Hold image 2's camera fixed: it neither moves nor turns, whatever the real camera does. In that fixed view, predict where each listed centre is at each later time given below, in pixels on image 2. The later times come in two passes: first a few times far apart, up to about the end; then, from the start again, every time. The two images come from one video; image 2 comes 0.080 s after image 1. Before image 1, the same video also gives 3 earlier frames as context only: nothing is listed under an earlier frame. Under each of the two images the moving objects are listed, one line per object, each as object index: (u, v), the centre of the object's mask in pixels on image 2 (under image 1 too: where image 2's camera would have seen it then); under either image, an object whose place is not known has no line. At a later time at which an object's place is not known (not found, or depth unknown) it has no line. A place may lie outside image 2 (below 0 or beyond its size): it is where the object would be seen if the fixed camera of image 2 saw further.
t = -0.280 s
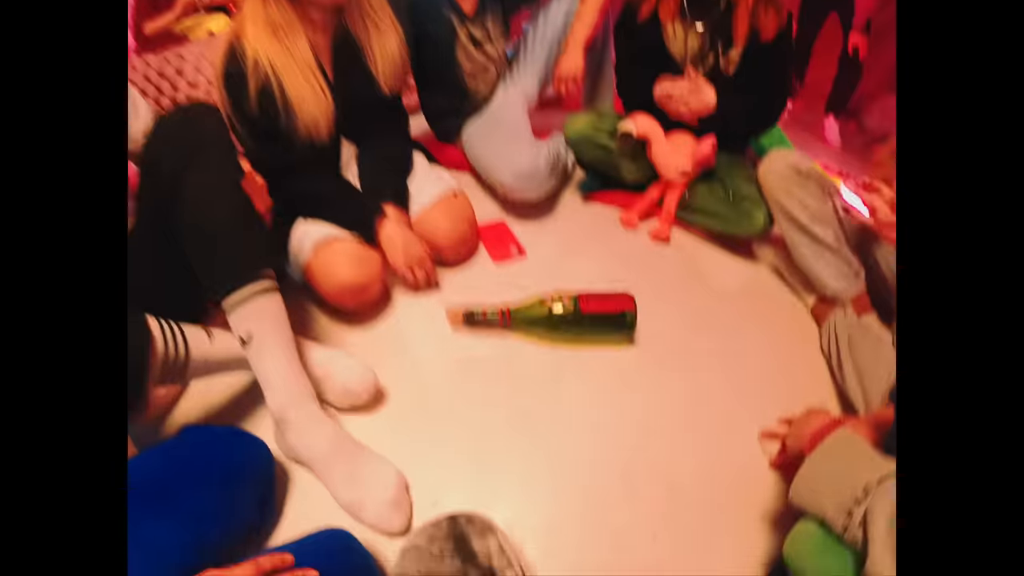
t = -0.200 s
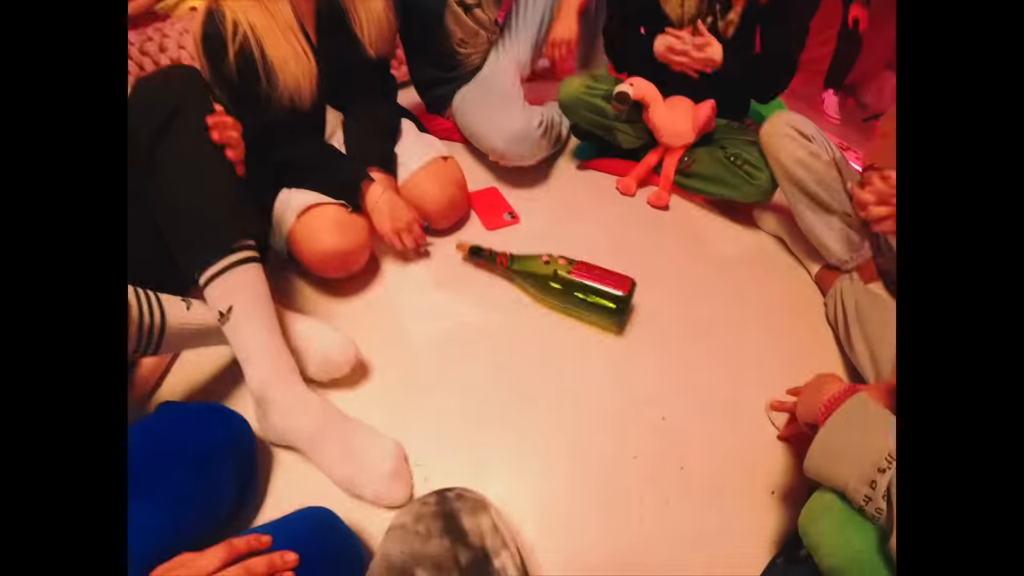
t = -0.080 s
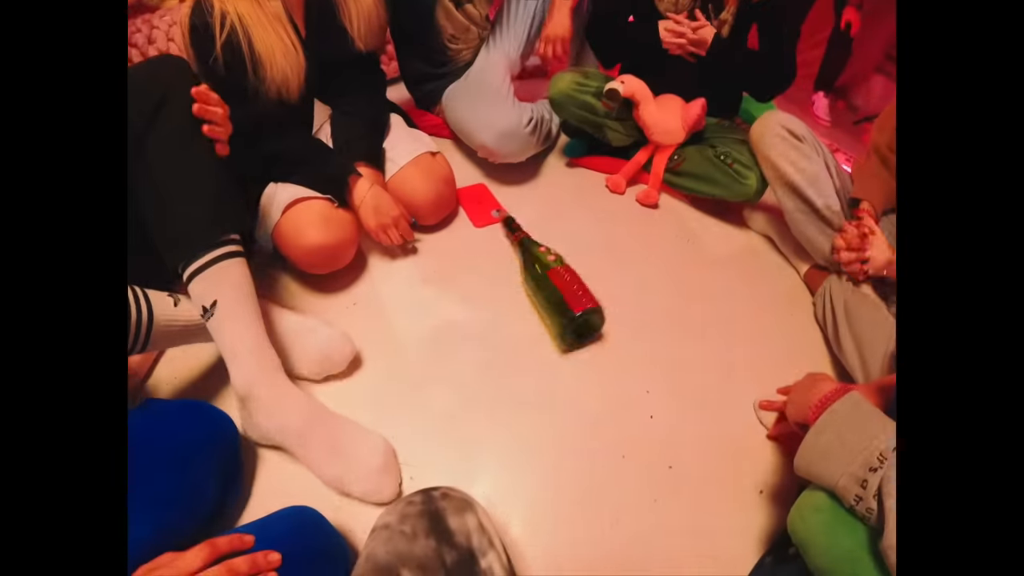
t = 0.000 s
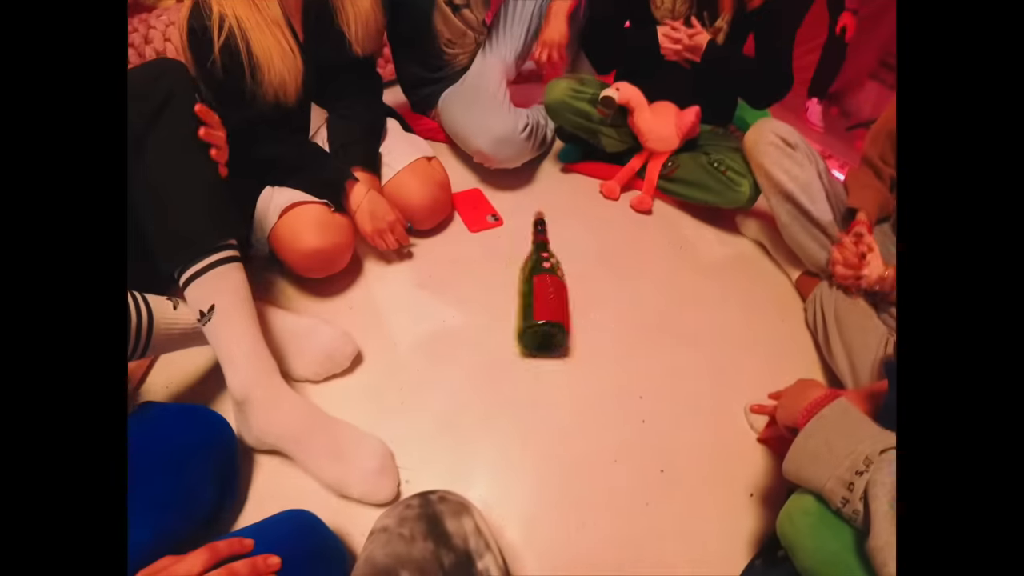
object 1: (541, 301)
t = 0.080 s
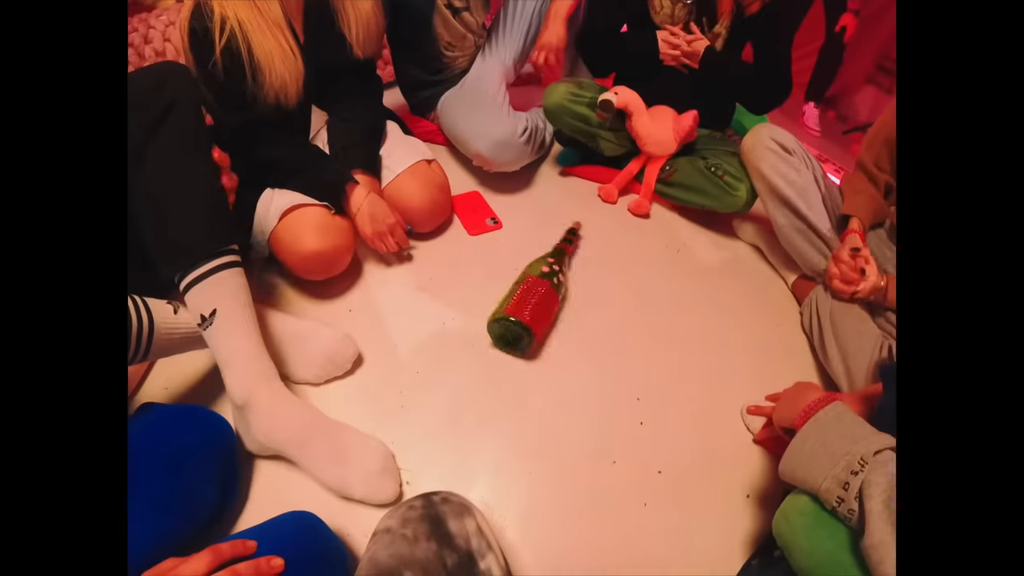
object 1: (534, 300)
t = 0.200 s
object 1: (535, 291)
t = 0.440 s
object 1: (547, 290)
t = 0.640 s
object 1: (539, 298)
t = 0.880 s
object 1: (523, 299)
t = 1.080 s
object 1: (520, 290)
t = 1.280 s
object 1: (520, 279)
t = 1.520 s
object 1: (530, 272)
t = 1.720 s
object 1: (540, 269)
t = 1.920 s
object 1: (545, 270)
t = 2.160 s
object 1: (539, 274)
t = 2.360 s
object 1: (528, 276)
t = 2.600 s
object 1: (518, 276)
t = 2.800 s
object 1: (517, 275)
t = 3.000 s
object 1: (518, 275)
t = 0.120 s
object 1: (533, 297)
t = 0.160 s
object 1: (533, 294)
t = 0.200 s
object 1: (535, 291)
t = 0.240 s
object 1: (537, 289)
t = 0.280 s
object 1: (540, 288)
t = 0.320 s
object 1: (542, 288)
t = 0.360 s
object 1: (544, 288)
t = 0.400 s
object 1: (546, 289)
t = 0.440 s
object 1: (547, 290)
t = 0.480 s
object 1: (547, 292)
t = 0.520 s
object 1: (546, 294)
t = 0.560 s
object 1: (545, 296)
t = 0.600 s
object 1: (542, 297)
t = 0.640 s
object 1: (539, 298)
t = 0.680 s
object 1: (536, 297)
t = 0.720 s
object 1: (533, 298)
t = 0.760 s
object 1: (531, 299)
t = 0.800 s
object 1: (528, 300)
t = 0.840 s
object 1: (525, 299)
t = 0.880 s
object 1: (523, 299)
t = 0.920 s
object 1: (522, 297)
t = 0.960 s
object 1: (521, 295)
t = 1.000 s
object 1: (520, 293)
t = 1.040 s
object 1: (520, 291)
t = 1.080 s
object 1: (520, 290)
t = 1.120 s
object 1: (520, 288)
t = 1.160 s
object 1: (520, 286)
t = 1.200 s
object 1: (521, 284)
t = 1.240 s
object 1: (521, 280)
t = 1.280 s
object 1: (520, 279)
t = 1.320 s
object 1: (521, 279)
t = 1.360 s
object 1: (522, 278)
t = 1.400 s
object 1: (523, 276)
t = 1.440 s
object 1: (525, 275)
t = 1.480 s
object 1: (527, 273)
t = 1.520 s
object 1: (530, 272)
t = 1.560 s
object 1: (531, 271)
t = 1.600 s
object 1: (533, 270)
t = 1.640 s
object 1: (536, 270)
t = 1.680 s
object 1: (538, 269)
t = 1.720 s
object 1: (540, 269)
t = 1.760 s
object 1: (542, 269)
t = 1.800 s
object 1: (543, 269)
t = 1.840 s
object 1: (544, 269)
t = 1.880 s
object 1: (545, 269)
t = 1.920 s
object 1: (545, 270)
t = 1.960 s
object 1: (545, 271)
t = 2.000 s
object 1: (544, 271)
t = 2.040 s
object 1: (543, 272)
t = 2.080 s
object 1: (542, 273)
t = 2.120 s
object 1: (541, 273)
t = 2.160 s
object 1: (539, 274)
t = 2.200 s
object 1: (537, 275)
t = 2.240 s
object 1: (534, 275)
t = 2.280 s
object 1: (532, 275)
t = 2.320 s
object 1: (530, 276)
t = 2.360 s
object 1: (528, 276)
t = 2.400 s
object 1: (526, 277)
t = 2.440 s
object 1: (525, 277)
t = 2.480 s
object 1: (523, 277)
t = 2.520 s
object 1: (521, 277)
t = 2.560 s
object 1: (520, 276)
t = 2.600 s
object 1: (518, 276)
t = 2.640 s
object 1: (517, 276)
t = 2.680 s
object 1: (517, 276)
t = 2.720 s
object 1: (517, 275)
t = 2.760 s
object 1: (517, 275)
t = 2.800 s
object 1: (517, 275)
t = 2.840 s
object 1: (517, 275)
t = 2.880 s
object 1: (518, 275)
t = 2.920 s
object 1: (518, 276)
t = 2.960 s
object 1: (518, 275)
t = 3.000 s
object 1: (518, 275)
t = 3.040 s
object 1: (518, 275)
